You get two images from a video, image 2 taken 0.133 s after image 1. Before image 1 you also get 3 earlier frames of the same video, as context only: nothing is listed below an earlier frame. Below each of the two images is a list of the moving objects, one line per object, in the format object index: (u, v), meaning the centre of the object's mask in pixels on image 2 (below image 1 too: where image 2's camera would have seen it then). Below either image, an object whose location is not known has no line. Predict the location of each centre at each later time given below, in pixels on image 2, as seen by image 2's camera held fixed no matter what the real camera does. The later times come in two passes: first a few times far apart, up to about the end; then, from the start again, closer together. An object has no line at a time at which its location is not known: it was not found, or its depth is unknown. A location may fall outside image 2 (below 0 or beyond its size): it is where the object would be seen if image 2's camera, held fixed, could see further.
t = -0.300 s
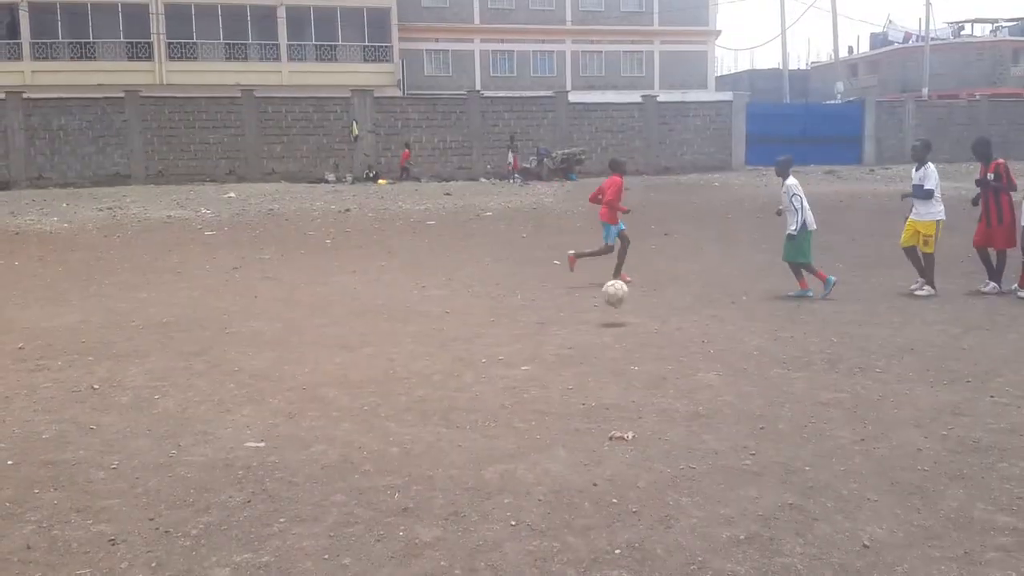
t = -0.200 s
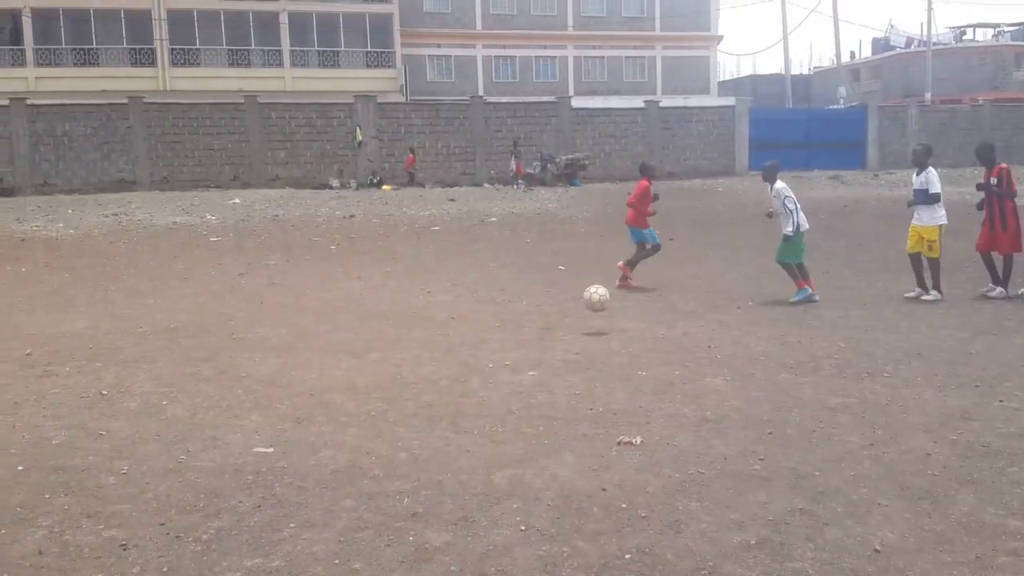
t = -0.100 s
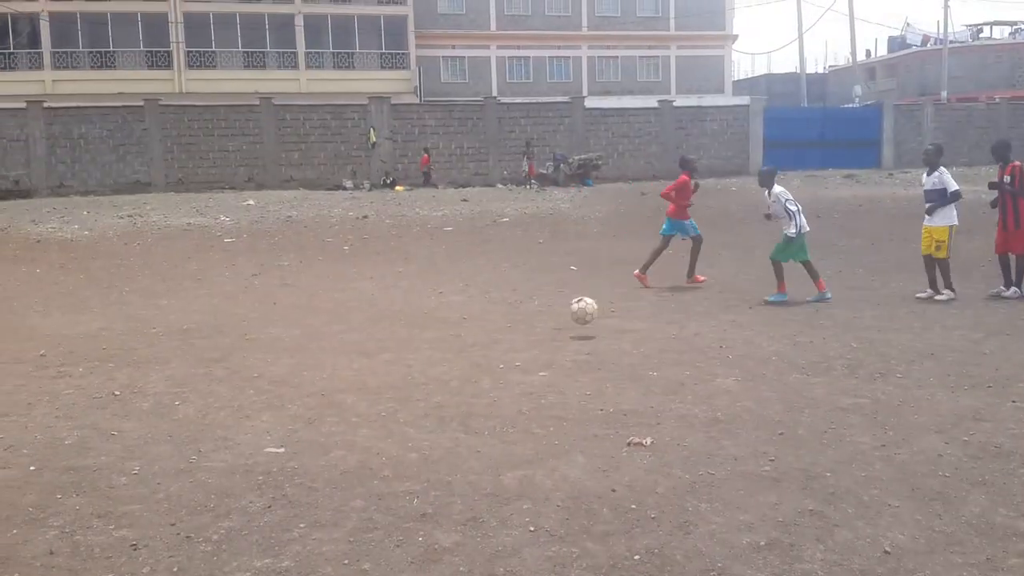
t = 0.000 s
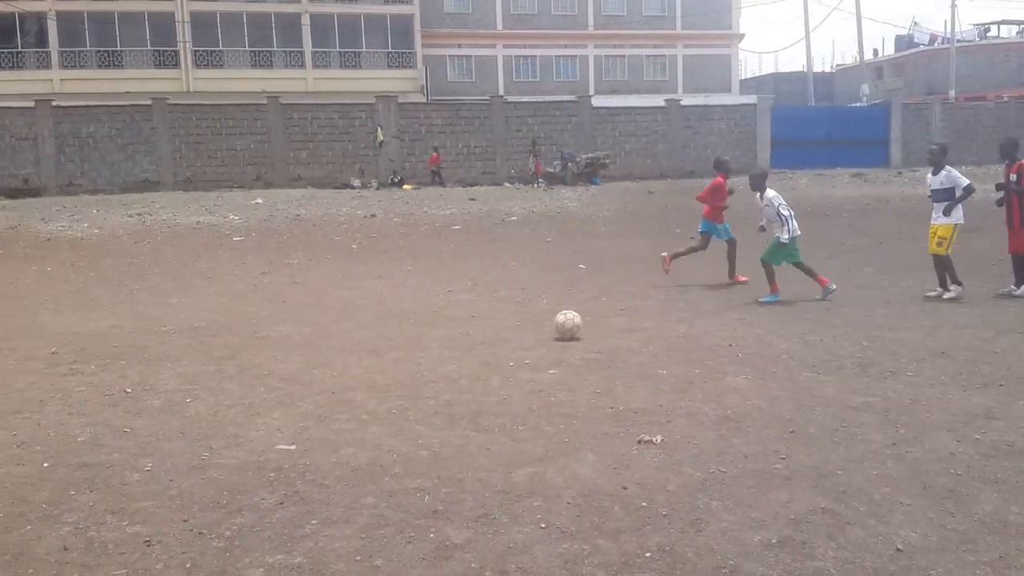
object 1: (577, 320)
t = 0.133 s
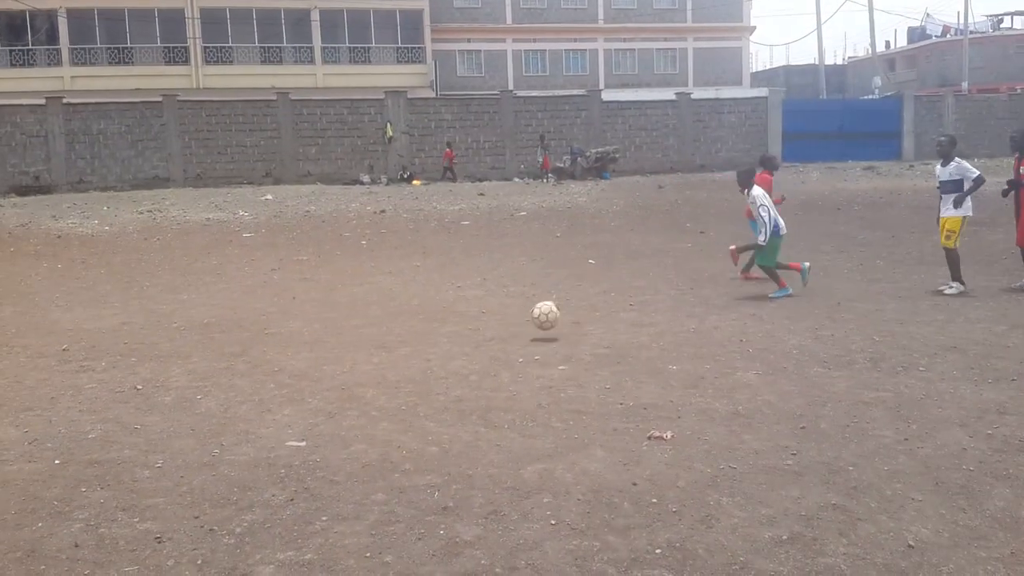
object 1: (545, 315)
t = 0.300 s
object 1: (504, 328)
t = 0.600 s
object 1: (426, 339)
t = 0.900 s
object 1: (344, 354)
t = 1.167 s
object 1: (265, 360)
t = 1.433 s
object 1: (183, 368)
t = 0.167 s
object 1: (537, 317)
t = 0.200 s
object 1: (530, 322)
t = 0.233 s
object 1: (520, 327)
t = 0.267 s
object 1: (512, 331)
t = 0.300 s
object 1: (504, 328)
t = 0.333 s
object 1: (496, 325)
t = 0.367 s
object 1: (488, 325)
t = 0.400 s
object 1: (479, 326)
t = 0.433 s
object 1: (471, 327)
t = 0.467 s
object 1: (462, 331)
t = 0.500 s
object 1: (454, 337)
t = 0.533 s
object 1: (445, 339)
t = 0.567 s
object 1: (436, 338)
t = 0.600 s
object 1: (426, 339)
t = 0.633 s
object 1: (417, 342)
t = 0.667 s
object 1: (408, 344)
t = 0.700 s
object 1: (399, 344)
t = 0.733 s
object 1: (389, 341)
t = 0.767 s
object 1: (380, 341)
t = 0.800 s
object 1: (371, 343)
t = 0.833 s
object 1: (362, 345)
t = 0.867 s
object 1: (354, 349)
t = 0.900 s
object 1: (344, 354)
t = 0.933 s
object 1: (334, 351)
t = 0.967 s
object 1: (324, 349)
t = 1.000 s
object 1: (315, 349)
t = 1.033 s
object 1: (305, 351)
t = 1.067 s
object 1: (294, 354)
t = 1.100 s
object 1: (284, 359)
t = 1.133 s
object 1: (274, 361)
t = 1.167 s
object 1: (265, 360)
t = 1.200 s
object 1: (254, 361)
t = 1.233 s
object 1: (244, 364)
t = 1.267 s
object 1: (234, 367)
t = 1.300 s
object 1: (224, 364)
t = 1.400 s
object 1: (193, 364)
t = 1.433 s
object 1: (183, 368)
